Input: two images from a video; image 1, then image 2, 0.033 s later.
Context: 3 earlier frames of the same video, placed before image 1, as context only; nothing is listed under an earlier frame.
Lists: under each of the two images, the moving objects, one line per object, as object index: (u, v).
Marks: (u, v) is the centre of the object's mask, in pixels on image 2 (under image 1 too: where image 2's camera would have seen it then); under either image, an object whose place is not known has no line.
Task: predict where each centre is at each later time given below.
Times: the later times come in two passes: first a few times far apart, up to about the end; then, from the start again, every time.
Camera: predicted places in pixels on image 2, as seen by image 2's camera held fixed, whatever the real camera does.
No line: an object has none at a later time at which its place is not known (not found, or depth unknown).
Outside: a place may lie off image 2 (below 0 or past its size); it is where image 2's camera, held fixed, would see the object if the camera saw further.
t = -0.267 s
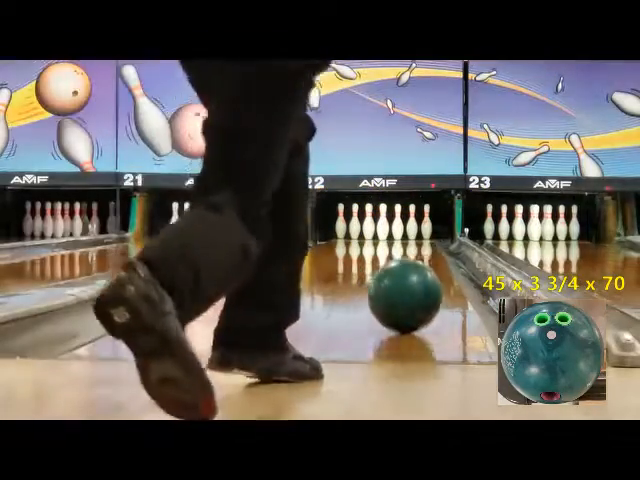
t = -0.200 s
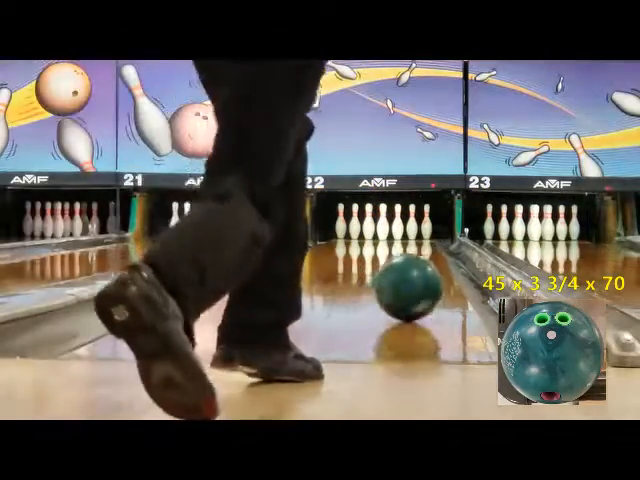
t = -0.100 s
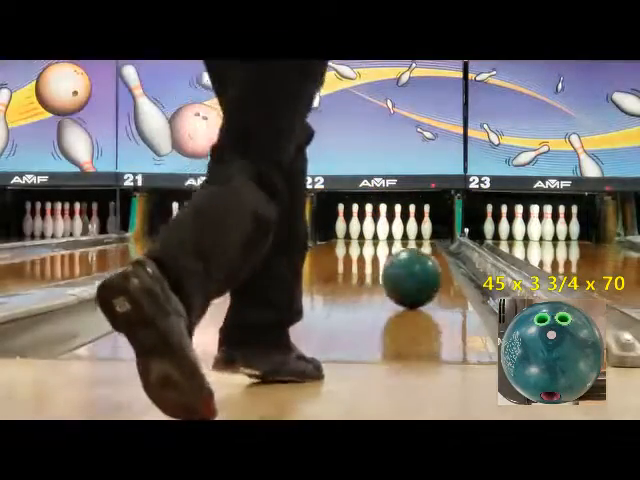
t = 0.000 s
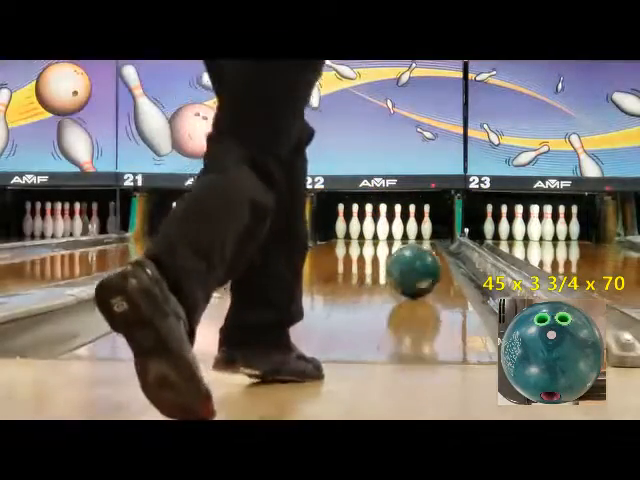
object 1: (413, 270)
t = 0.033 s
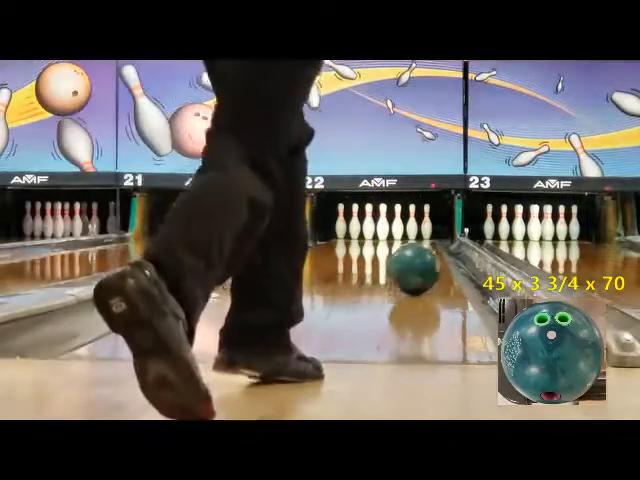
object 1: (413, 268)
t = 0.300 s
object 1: (418, 256)
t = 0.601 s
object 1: (418, 247)
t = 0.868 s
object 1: (416, 240)
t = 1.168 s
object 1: (412, 236)
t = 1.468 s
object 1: (405, 232)
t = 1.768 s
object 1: (394, 230)
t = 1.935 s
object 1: (397, 229)
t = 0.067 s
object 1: (415, 266)
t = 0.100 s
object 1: (415, 264)
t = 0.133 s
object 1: (416, 263)
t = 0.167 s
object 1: (416, 261)
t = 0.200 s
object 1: (417, 259)
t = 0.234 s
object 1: (417, 258)
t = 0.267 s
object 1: (417, 257)
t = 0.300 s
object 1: (418, 256)
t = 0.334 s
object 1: (417, 255)
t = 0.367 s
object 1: (417, 254)
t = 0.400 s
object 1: (417, 252)
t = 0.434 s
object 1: (417, 251)
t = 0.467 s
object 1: (418, 250)
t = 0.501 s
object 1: (418, 249)
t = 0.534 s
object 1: (418, 248)
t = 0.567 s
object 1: (418, 248)
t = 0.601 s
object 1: (418, 247)
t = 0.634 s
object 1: (418, 246)
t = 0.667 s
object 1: (419, 245)
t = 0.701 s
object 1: (418, 244)
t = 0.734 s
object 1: (418, 243)
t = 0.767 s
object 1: (417, 242)
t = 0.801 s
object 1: (417, 242)
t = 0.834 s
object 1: (416, 240)
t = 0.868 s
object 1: (416, 240)
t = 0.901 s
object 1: (415, 239)
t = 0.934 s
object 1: (415, 238)
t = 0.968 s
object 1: (415, 239)
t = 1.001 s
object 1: (415, 238)
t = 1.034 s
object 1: (414, 238)
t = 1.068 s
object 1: (414, 237)
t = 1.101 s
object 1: (413, 237)
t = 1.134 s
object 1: (413, 236)
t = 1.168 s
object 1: (412, 236)
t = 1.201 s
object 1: (412, 235)
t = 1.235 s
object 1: (411, 234)
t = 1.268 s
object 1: (410, 234)
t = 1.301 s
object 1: (410, 234)
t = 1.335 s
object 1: (409, 234)
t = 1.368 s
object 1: (409, 233)
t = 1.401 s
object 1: (407, 233)
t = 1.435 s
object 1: (406, 233)
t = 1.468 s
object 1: (405, 232)
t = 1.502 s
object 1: (404, 232)
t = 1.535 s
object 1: (402, 232)
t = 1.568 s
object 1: (401, 231)
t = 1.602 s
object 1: (400, 231)
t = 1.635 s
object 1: (398, 231)
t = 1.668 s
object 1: (397, 231)
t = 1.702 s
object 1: (396, 230)
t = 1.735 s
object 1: (395, 230)
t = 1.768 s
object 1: (394, 230)
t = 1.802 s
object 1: (395, 230)
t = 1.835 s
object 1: (395, 229)
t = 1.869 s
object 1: (395, 229)
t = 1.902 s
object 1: (396, 230)
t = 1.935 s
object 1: (397, 229)
